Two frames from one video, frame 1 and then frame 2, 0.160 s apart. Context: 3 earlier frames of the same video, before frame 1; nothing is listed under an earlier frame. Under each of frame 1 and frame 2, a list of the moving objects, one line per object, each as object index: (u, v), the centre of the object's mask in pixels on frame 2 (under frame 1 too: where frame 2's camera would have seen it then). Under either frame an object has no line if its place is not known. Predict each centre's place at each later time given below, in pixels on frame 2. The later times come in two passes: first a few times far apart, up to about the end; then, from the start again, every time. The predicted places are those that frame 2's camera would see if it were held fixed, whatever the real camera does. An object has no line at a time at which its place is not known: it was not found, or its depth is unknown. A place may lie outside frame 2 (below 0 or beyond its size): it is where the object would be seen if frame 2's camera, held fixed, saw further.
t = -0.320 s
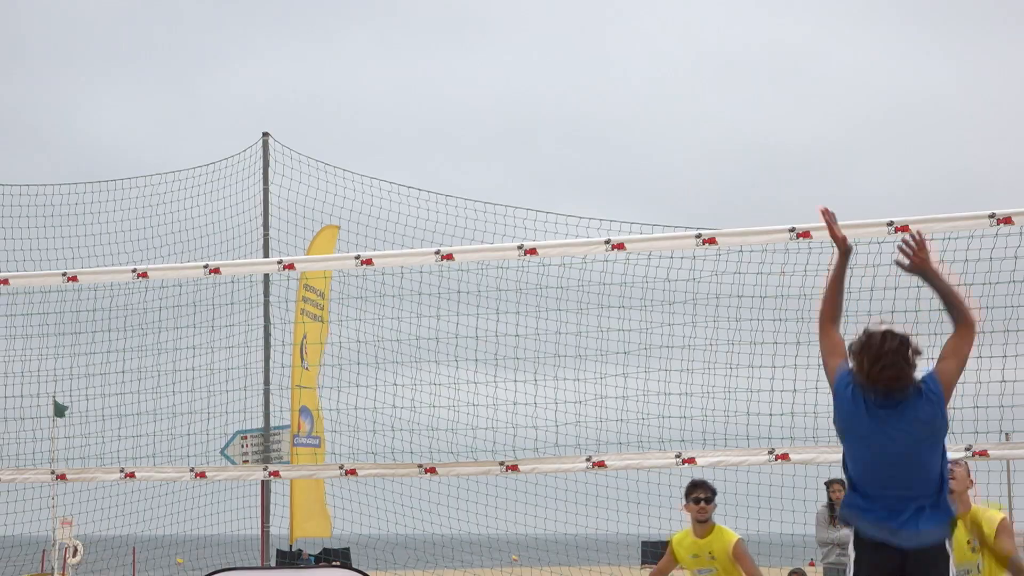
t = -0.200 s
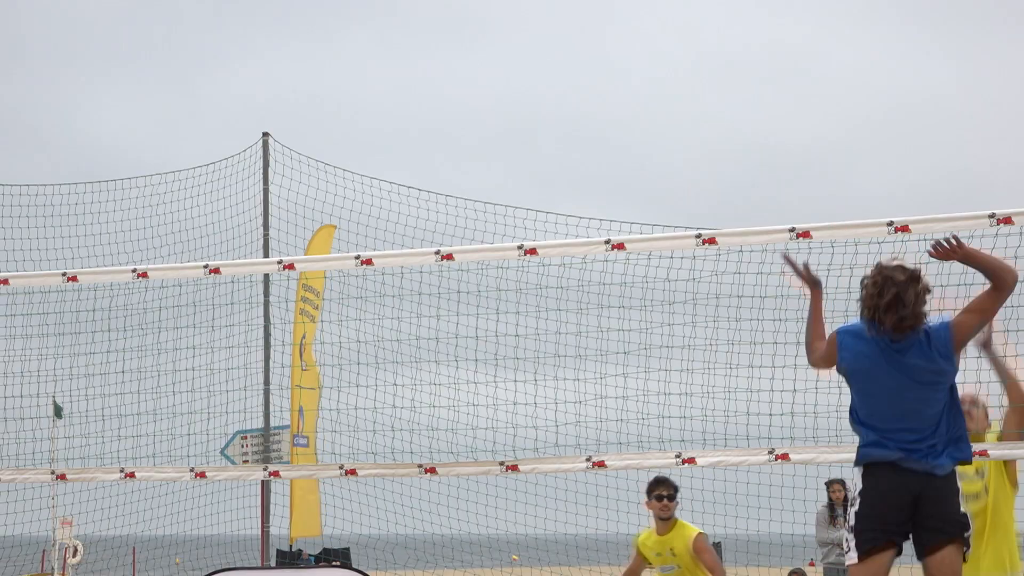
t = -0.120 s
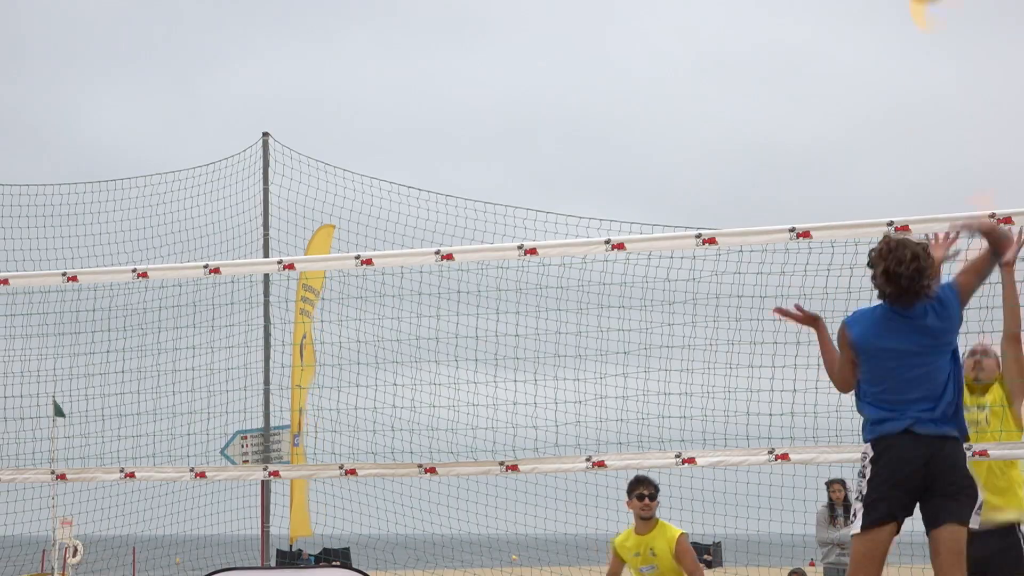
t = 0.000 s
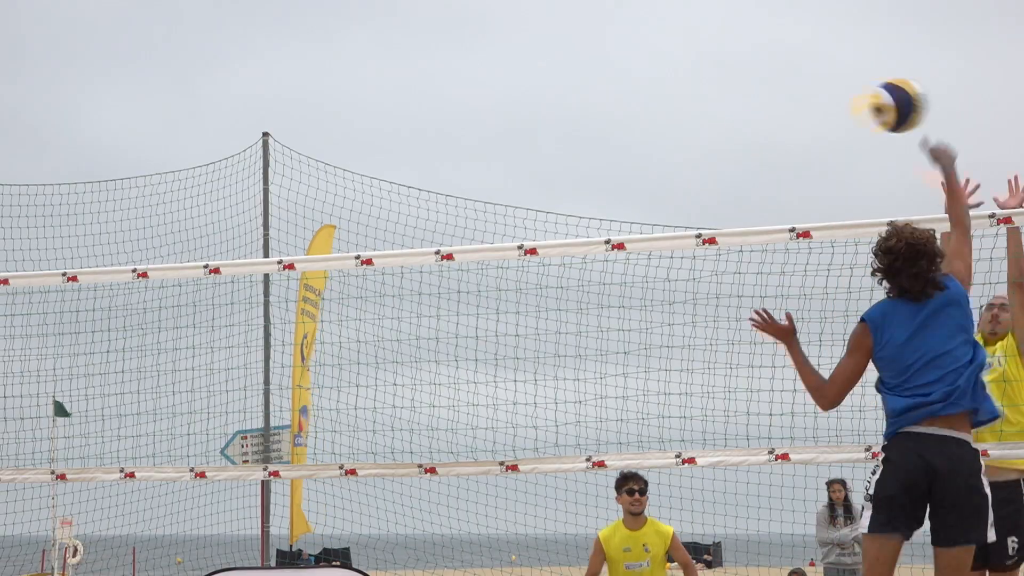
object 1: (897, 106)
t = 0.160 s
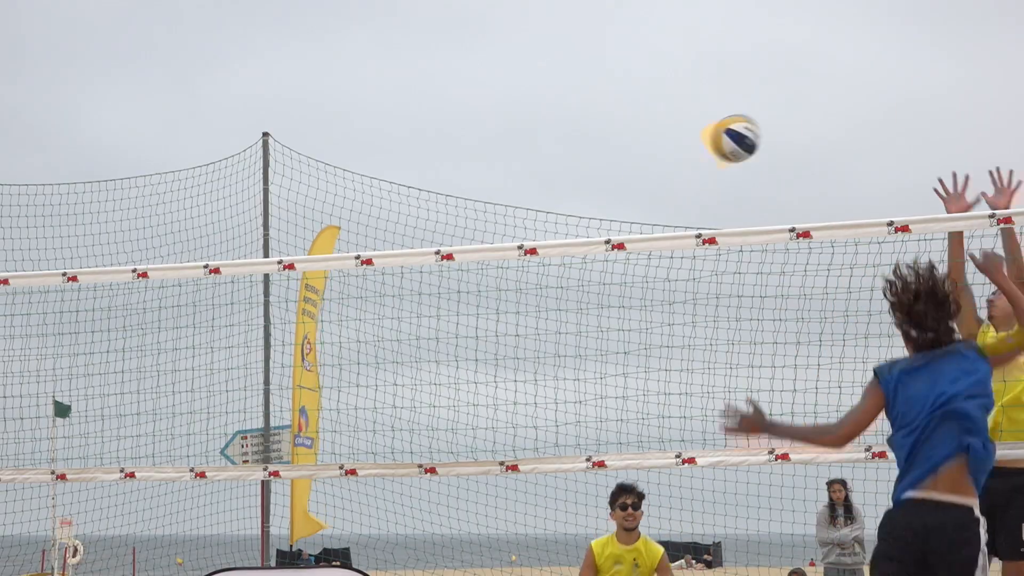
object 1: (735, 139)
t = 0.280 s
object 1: (641, 191)
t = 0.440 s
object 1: (536, 289)
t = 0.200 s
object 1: (702, 154)
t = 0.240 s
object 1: (668, 172)
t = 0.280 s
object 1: (641, 191)
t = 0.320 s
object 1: (613, 212)
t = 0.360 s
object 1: (586, 228)
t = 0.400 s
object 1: (562, 268)
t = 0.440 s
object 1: (536, 289)
